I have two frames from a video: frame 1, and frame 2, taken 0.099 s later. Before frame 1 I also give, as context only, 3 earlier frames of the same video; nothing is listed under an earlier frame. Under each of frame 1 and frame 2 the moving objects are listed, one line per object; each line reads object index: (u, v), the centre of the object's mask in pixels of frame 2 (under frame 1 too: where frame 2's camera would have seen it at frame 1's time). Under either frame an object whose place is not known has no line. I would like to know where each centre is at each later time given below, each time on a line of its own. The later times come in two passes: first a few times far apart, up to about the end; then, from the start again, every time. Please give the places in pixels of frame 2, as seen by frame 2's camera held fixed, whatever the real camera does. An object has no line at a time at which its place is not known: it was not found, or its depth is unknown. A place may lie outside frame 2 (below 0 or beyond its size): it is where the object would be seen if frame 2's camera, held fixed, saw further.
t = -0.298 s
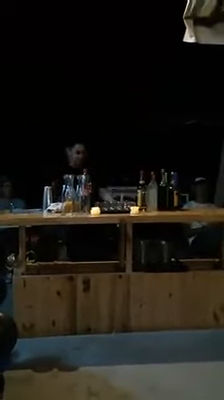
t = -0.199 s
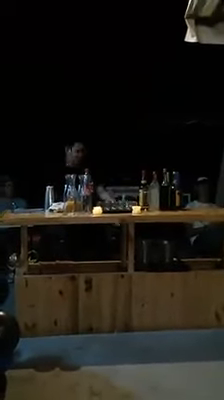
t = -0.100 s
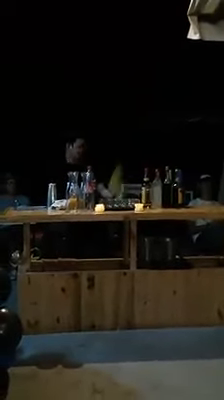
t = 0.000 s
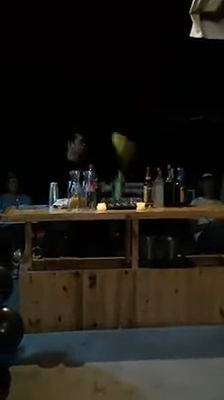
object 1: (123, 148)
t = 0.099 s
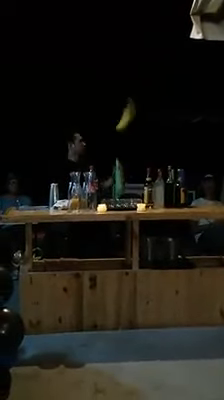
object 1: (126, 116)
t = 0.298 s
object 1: (132, 102)
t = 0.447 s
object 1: (140, 111)
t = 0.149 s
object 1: (126, 109)
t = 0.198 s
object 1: (128, 103)
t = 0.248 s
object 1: (128, 101)
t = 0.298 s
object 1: (132, 102)
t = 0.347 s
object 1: (136, 104)
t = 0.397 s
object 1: (140, 105)
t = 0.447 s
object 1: (140, 111)
